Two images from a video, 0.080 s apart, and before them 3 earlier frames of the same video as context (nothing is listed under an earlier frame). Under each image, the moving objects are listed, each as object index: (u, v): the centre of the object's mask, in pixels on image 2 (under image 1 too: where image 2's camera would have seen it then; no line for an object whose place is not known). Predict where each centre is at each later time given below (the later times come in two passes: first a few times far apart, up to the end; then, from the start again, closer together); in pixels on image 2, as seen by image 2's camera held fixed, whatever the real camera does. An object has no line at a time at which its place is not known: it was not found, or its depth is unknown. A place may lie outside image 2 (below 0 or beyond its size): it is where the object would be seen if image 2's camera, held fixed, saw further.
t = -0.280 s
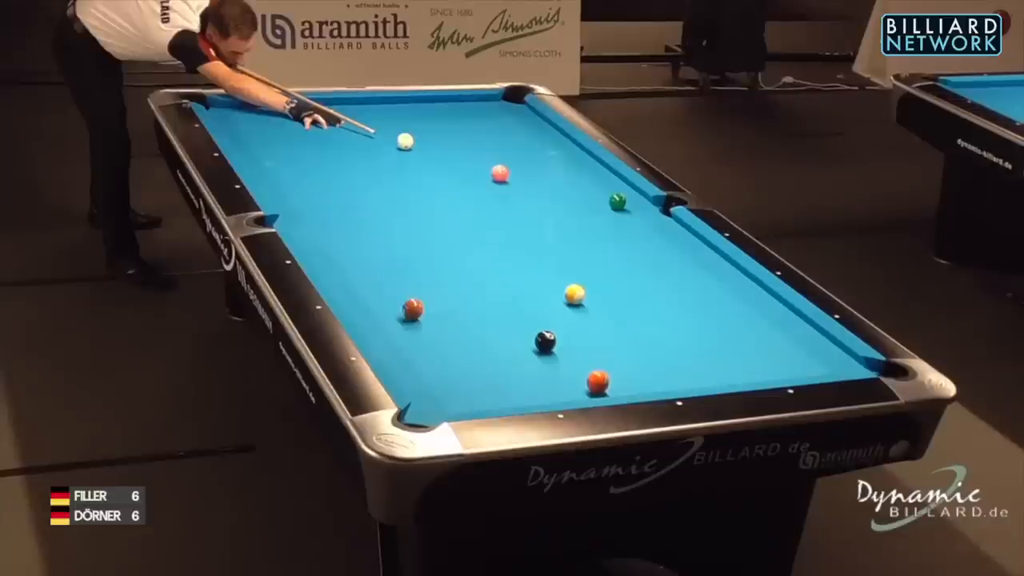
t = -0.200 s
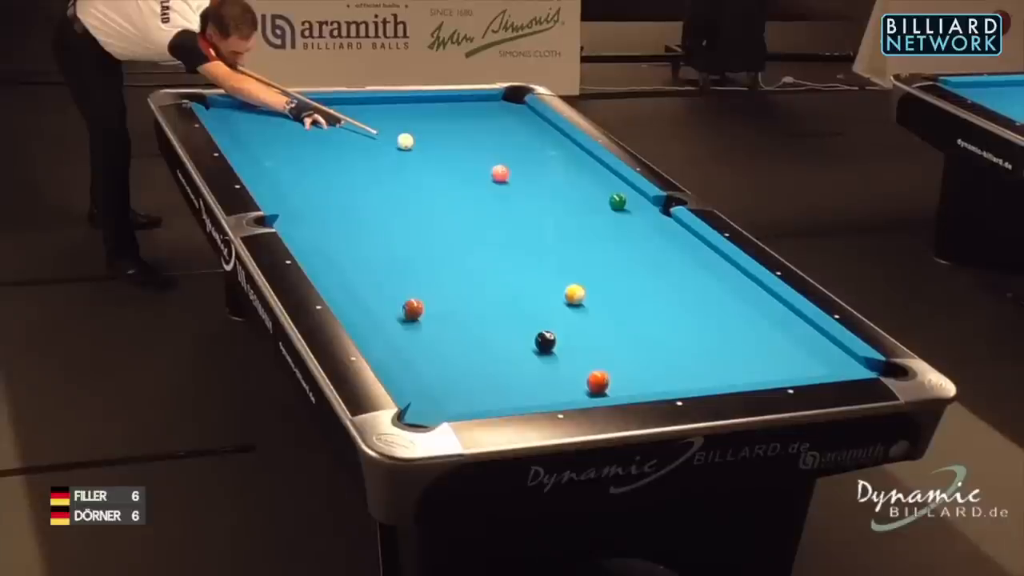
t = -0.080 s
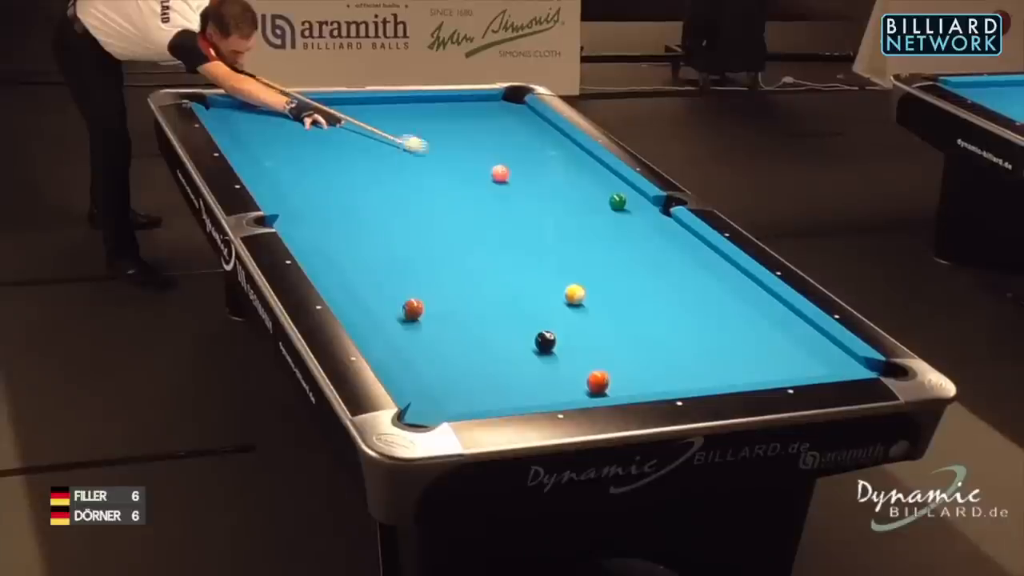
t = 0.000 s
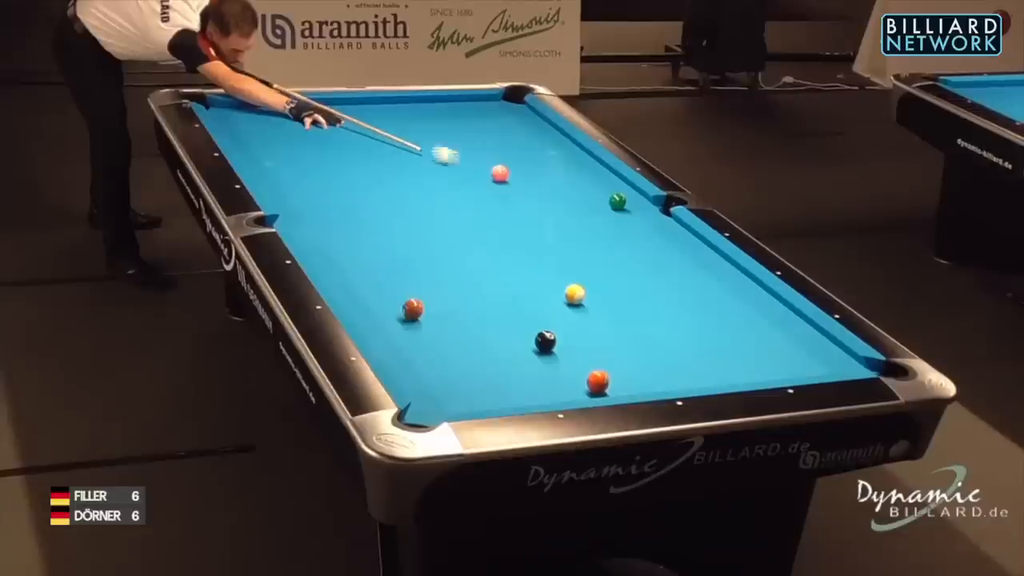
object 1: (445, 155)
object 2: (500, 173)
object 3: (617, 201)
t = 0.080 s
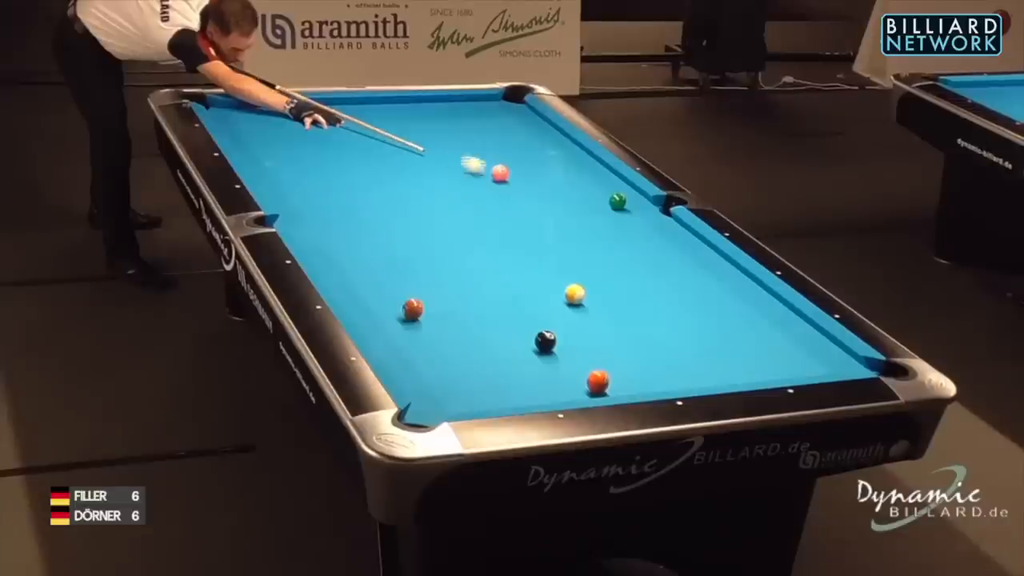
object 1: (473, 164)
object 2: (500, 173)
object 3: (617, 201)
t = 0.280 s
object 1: (481, 171)
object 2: (551, 187)
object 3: (617, 201)
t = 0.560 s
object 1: (475, 175)
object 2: (607, 206)
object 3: (635, 203)
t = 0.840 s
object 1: (469, 177)
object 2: (635, 224)
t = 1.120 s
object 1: (464, 179)
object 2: (663, 242)
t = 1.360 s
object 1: (461, 181)
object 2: (686, 258)
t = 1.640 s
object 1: (458, 182)
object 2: (713, 276)
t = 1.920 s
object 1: (455, 183)
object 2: (739, 295)
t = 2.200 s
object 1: (455, 183)
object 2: (766, 313)
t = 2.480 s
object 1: (456, 183)
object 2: (792, 331)
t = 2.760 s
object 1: (456, 183)
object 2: (819, 349)
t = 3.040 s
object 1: (456, 183)
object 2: (844, 365)
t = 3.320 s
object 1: (456, 183)
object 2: (849, 362)
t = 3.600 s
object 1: (456, 183)
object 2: (848, 357)
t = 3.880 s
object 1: (456, 183)
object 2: (839, 354)
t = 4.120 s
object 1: (456, 183)
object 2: (834, 352)
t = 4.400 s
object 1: (456, 183)
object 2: (829, 350)
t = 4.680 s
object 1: (456, 183)
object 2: (827, 350)
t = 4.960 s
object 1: (456, 183)
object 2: (826, 349)
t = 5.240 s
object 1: (456, 183)
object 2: (826, 349)
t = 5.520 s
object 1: (456, 183)
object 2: (826, 349)
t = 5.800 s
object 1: (456, 183)
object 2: (827, 349)
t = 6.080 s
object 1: (456, 183)
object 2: (827, 349)
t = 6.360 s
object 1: (456, 183)
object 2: (827, 349)
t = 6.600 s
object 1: (456, 183)
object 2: (827, 349)
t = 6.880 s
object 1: (456, 183)
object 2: (827, 349)
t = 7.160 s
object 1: (456, 183)
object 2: (827, 349)
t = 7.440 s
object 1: (456, 183)
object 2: (827, 349)
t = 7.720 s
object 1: (456, 183)
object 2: (827, 349)
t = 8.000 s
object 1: (456, 183)
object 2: (827, 349)
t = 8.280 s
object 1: (456, 183)
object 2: (826, 349)
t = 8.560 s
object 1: (456, 183)
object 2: (826, 349)
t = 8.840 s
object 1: (456, 183)
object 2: (827, 349)
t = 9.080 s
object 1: (456, 183)
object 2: (826, 349)
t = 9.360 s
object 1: (456, 183)
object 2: (826, 349)
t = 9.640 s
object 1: (456, 183)
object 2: (826, 349)
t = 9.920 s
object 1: (456, 183)
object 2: (827, 349)
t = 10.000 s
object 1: (456, 183)
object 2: (826, 349)
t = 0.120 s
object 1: (484, 169)
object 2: (502, 174)
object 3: (617, 201)
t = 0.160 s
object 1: (484, 170)
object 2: (515, 177)
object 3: (617, 201)
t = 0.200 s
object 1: (483, 171)
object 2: (527, 180)
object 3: (617, 201)
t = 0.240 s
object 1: (482, 171)
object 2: (540, 184)
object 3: (617, 201)
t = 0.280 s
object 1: (481, 171)
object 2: (551, 187)
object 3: (617, 201)
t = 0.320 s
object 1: (480, 172)
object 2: (562, 190)
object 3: (617, 201)
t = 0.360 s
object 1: (479, 173)
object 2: (572, 193)
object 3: (617, 201)
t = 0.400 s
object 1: (478, 173)
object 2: (583, 195)
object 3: (617, 201)
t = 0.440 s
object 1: (477, 173)
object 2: (593, 198)
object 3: (617, 201)
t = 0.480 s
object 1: (477, 174)
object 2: (601, 201)
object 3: (620, 201)
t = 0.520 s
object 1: (475, 174)
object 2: (604, 204)
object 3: (629, 203)
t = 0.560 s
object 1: (475, 175)
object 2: (607, 206)
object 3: (635, 203)
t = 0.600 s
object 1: (474, 175)
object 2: (611, 209)
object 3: (641, 202)
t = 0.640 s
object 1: (473, 175)
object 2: (615, 211)
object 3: (646, 202)
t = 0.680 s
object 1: (472, 175)
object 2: (620, 214)
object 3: (654, 203)
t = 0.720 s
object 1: (471, 176)
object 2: (623, 216)
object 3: (660, 203)
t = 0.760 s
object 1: (470, 176)
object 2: (627, 219)
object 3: (664, 204)
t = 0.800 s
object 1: (469, 177)
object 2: (631, 222)
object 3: (666, 207)
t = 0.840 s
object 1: (469, 177)
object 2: (635, 224)
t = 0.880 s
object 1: (468, 177)
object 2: (639, 227)
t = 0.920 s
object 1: (467, 178)
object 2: (643, 229)
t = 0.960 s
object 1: (467, 178)
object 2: (647, 232)
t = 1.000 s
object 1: (466, 178)
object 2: (651, 234)
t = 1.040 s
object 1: (465, 178)
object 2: (655, 237)
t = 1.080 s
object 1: (465, 179)
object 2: (658, 240)
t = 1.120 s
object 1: (464, 179)
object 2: (663, 242)
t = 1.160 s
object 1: (464, 179)
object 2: (666, 245)
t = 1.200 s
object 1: (463, 180)
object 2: (670, 247)
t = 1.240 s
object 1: (462, 180)
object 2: (674, 250)
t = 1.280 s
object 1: (462, 180)
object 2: (678, 252)
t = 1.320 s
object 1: (462, 180)
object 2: (682, 255)
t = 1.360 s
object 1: (461, 181)
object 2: (686, 258)
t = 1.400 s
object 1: (460, 181)
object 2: (689, 261)
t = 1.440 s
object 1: (460, 181)
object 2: (693, 263)
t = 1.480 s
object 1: (460, 181)
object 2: (697, 266)
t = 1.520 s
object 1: (459, 181)
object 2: (701, 269)
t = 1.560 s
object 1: (459, 181)
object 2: (705, 271)
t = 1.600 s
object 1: (458, 182)
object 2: (708, 273)
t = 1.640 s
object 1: (458, 182)
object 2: (713, 276)
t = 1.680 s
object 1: (457, 182)
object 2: (716, 279)
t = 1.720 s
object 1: (457, 182)
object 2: (720, 281)
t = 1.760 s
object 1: (457, 182)
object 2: (724, 284)
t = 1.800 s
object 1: (457, 182)
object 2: (728, 287)
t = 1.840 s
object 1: (456, 183)
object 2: (732, 290)
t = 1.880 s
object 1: (456, 183)
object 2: (736, 292)
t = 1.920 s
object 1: (455, 183)
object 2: (739, 295)
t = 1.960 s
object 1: (455, 183)
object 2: (743, 297)
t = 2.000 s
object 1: (456, 183)
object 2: (747, 300)
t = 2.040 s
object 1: (455, 183)
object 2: (750, 303)
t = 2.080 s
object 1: (455, 183)
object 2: (754, 305)
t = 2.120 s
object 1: (455, 183)
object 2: (758, 308)
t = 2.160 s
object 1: (455, 183)
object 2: (762, 310)
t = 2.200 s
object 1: (455, 183)
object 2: (766, 313)
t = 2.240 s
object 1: (455, 183)
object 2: (770, 316)
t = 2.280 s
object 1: (455, 183)
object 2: (774, 318)
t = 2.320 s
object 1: (455, 183)
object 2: (777, 321)
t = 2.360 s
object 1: (455, 183)
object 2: (781, 324)
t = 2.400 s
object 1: (455, 183)
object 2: (785, 326)
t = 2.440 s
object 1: (455, 183)
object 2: (788, 329)
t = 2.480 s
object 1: (456, 183)
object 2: (792, 331)
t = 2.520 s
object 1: (455, 183)
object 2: (796, 334)
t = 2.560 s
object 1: (456, 183)
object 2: (800, 337)
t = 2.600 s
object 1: (455, 183)
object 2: (803, 339)
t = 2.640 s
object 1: (455, 183)
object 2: (808, 342)
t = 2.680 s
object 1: (456, 183)
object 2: (811, 344)
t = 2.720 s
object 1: (456, 183)
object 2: (815, 346)
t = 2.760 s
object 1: (456, 183)
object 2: (819, 349)
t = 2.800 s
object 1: (456, 183)
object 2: (822, 352)
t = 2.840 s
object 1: (456, 183)
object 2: (826, 354)
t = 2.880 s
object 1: (456, 183)
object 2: (830, 357)
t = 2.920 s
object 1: (456, 183)
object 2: (833, 360)
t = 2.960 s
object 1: (456, 183)
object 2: (837, 361)
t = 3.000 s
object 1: (456, 183)
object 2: (840, 363)
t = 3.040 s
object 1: (456, 183)
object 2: (844, 365)
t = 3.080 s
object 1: (456, 183)
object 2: (847, 366)
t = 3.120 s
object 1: (456, 183)
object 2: (848, 366)
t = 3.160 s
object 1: (456, 183)
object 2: (849, 365)
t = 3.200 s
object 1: (456, 183)
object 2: (849, 364)
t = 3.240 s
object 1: (456, 183)
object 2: (849, 363)
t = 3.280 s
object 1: (456, 183)
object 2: (849, 363)
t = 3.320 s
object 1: (456, 183)
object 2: (849, 362)
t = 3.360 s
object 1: (456, 183)
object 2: (849, 361)
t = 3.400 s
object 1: (456, 183)
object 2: (849, 360)
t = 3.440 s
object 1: (456, 183)
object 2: (849, 359)
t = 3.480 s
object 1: (456, 183)
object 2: (849, 359)
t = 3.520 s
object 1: (456, 183)
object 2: (849, 358)
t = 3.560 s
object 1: (456, 183)
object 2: (849, 357)
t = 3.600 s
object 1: (456, 183)
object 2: (848, 357)
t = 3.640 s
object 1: (456, 183)
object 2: (847, 356)
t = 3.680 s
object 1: (456, 183)
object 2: (846, 356)
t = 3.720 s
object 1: (456, 183)
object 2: (844, 355)
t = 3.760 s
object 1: (456, 183)
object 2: (843, 355)
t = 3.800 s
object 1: (456, 183)
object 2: (842, 354)
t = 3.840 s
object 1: (456, 183)
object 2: (841, 354)
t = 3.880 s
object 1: (456, 183)
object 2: (839, 354)
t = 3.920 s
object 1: (456, 183)
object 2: (838, 353)
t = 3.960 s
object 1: (456, 183)
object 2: (838, 353)
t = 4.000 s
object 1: (456, 183)
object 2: (836, 353)
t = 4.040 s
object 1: (456, 183)
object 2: (835, 352)
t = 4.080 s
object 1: (456, 183)
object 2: (835, 352)
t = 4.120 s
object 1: (456, 183)
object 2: (834, 352)
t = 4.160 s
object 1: (456, 183)
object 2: (833, 352)
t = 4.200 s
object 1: (456, 183)
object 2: (832, 351)
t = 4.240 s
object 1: (456, 183)
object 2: (831, 351)
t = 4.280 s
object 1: (456, 183)
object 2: (831, 351)
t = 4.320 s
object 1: (456, 183)
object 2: (830, 350)
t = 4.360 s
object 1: (456, 183)
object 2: (830, 350)
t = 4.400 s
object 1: (456, 183)
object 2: (829, 350)
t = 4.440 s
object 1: (456, 183)
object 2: (829, 350)
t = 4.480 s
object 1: (456, 183)
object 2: (829, 350)
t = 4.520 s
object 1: (456, 183)
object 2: (829, 350)
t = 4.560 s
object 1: (456, 183)
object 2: (828, 350)
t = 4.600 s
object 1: (456, 183)
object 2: (828, 350)
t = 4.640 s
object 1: (456, 183)
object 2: (828, 350)
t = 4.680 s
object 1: (456, 183)
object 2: (827, 350)
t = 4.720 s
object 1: (456, 183)
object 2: (827, 350)
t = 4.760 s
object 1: (456, 183)
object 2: (827, 349)
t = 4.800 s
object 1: (456, 183)
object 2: (827, 349)
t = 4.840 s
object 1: (456, 183)
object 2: (827, 349)
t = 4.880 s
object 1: (456, 183)
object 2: (827, 349)
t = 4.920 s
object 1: (456, 183)
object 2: (827, 349)
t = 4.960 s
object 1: (456, 183)
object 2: (826, 349)
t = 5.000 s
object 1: (456, 183)
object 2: (826, 349)
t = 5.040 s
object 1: (456, 183)
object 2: (826, 349)
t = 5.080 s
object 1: (456, 183)
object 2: (826, 349)
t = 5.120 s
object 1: (456, 183)
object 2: (826, 349)
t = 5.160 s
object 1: (456, 183)
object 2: (826, 349)
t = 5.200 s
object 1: (456, 183)
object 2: (826, 349)
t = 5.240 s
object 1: (456, 183)
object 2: (826, 349)
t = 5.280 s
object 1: (456, 183)
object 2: (826, 349)
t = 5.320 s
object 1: (456, 183)
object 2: (826, 349)
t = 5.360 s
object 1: (456, 183)
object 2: (827, 349)
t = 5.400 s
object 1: (456, 183)
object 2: (827, 349)
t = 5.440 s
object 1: (456, 183)
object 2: (826, 349)
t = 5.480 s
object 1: (456, 183)
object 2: (826, 349)
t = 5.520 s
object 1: (456, 183)
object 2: (826, 349)
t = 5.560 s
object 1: (456, 183)
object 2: (827, 349)
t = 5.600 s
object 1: (456, 183)
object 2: (827, 349)
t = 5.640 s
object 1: (456, 183)
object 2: (827, 349)
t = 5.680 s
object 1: (456, 183)
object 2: (827, 349)
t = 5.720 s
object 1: (456, 183)
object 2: (827, 349)
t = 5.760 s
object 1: (456, 183)
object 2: (827, 349)
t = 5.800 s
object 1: (456, 183)
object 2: (827, 349)
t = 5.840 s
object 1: (456, 183)
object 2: (826, 349)
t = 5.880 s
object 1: (456, 183)
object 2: (827, 349)
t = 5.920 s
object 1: (456, 183)
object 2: (827, 349)
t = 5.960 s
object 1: (456, 183)
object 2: (827, 349)
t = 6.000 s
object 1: (456, 183)
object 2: (827, 349)
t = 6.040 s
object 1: (456, 183)
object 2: (827, 349)
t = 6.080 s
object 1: (456, 183)
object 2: (827, 349)
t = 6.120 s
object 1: (456, 183)
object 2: (827, 349)
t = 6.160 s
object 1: (456, 183)
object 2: (827, 349)
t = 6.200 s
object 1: (456, 183)
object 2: (827, 349)
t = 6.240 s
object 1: (456, 183)
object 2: (827, 349)
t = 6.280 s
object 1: (456, 183)
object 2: (827, 349)
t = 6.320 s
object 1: (456, 183)
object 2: (827, 349)
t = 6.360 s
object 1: (456, 183)
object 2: (827, 349)
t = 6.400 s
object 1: (456, 183)
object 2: (827, 349)
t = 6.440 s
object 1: (456, 183)
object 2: (827, 349)
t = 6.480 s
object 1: (456, 183)
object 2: (827, 349)
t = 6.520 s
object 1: (456, 183)
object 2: (827, 349)
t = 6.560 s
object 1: (456, 183)
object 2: (827, 349)
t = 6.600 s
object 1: (456, 183)
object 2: (827, 349)
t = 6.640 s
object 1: (456, 183)
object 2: (827, 349)
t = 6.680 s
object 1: (456, 183)
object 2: (827, 349)
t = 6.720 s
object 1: (456, 183)
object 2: (827, 349)
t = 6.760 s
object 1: (456, 183)
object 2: (827, 349)
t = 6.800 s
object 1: (456, 183)
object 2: (827, 349)
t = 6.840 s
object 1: (456, 183)
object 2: (827, 349)
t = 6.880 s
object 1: (456, 183)
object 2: (827, 349)
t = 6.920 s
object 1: (456, 183)
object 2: (827, 349)
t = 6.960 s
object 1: (456, 183)
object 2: (827, 349)
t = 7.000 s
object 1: (456, 183)
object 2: (827, 349)
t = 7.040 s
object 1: (456, 183)
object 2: (827, 349)
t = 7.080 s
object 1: (456, 183)
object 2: (827, 349)
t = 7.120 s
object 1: (456, 183)
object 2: (826, 349)
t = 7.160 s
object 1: (456, 183)
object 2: (827, 349)
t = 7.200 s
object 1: (456, 183)
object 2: (827, 349)
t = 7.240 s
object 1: (456, 183)
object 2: (827, 349)
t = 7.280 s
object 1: (456, 183)
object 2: (827, 349)
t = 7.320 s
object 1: (456, 183)
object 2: (827, 349)
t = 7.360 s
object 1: (456, 183)
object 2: (827, 349)
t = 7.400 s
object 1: (456, 183)
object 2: (827, 349)
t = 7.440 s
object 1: (456, 183)
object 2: (827, 349)
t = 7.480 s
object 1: (456, 183)
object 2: (827, 349)
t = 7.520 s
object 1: (456, 183)
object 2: (827, 349)
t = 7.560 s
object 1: (456, 183)
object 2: (827, 349)
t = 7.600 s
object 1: (456, 183)
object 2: (827, 349)
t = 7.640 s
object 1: (456, 183)
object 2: (826, 349)
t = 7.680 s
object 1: (456, 183)
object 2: (827, 349)
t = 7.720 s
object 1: (456, 183)
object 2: (827, 349)
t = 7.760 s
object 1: (456, 183)
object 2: (827, 349)
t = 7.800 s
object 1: (456, 183)
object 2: (827, 349)
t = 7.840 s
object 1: (456, 183)
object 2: (827, 349)
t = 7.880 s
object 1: (456, 183)
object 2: (826, 349)
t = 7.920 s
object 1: (456, 183)
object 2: (827, 349)
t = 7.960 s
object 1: (456, 183)
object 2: (827, 349)
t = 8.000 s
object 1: (456, 183)
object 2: (827, 349)
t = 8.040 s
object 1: (456, 183)
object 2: (827, 349)
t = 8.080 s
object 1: (456, 183)
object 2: (827, 349)
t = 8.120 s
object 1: (456, 183)
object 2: (826, 349)
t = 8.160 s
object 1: (456, 183)
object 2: (827, 349)
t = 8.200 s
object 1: (456, 183)
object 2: (827, 349)
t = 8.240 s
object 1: (456, 183)
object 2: (827, 349)
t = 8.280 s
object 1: (456, 183)
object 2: (826, 349)
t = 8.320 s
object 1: (456, 183)
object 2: (827, 349)
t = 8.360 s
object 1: (456, 183)
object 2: (827, 349)
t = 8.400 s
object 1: (456, 183)
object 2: (827, 349)
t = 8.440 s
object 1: (456, 183)
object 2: (827, 349)
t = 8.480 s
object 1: (456, 183)
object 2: (827, 349)
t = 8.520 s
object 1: (456, 183)
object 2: (827, 349)
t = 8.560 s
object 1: (456, 183)
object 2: (826, 349)
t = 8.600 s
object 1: (456, 183)
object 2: (827, 349)
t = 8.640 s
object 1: (456, 183)
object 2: (827, 349)
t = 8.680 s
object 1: (456, 183)
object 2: (826, 349)
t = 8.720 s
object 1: (456, 183)
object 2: (827, 349)
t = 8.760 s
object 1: (456, 183)
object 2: (827, 349)
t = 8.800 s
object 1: (456, 183)
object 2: (826, 349)
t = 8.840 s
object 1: (456, 183)
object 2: (827, 349)
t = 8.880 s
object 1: (456, 183)
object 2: (826, 349)
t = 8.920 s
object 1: (456, 183)
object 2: (826, 349)
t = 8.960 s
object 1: (456, 183)
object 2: (827, 349)
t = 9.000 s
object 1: (456, 183)
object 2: (827, 349)
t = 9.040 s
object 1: (456, 183)
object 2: (827, 349)
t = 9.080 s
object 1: (456, 183)
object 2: (826, 349)
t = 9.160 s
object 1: (456, 183)
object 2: (826, 349)
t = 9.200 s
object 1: (456, 183)
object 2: (827, 349)
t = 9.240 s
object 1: (456, 183)
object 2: (826, 349)
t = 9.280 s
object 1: (456, 183)
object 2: (827, 349)
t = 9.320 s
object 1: (456, 183)
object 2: (827, 349)
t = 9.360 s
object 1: (456, 183)
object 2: (826, 349)
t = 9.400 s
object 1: (456, 183)
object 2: (826, 349)
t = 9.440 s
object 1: (456, 183)
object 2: (827, 349)
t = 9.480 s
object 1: (456, 183)
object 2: (826, 349)
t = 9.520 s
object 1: (456, 183)
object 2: (826, 349)
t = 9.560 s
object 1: (456, 183)
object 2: (827, 349)
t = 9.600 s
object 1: (456, 183)
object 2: (826, 349)
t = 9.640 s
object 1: (456, 183)
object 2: (826, 349)
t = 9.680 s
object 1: (456, 183)
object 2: (827, 349)
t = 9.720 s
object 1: (456, 183)
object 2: (826, 349)
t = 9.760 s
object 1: (456, 183)
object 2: (827, 349)
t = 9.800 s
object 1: (456, 183)
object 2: (827, 349)
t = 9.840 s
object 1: (456, 183)
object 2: (827, 349)
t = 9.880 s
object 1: (456, 183)
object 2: (827, 349)
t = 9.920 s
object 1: (456, 183)
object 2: (827, 349)
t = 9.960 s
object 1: (456, 183)
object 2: (826, 349)
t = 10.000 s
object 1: (456, 183)
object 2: (826, 349)
